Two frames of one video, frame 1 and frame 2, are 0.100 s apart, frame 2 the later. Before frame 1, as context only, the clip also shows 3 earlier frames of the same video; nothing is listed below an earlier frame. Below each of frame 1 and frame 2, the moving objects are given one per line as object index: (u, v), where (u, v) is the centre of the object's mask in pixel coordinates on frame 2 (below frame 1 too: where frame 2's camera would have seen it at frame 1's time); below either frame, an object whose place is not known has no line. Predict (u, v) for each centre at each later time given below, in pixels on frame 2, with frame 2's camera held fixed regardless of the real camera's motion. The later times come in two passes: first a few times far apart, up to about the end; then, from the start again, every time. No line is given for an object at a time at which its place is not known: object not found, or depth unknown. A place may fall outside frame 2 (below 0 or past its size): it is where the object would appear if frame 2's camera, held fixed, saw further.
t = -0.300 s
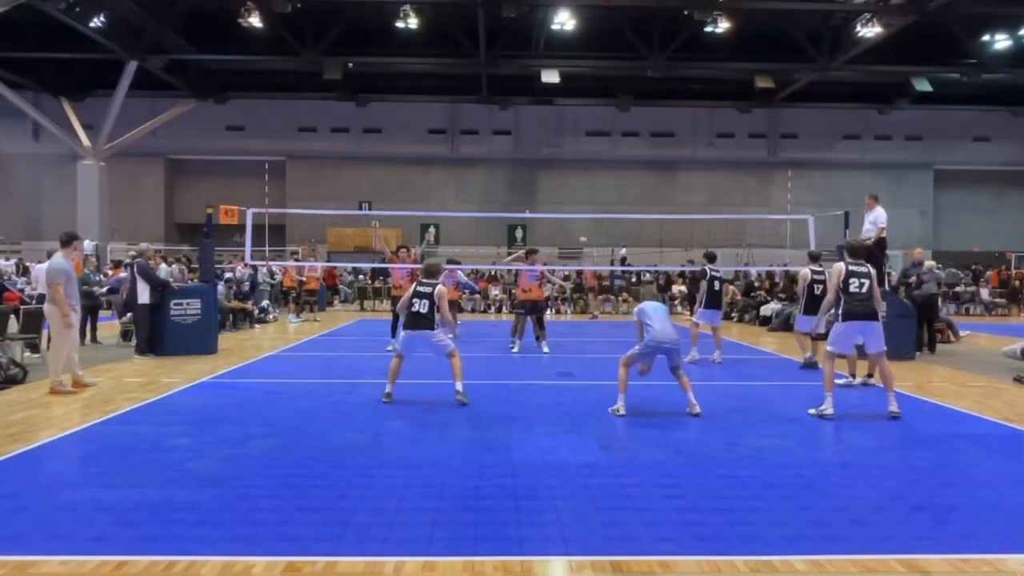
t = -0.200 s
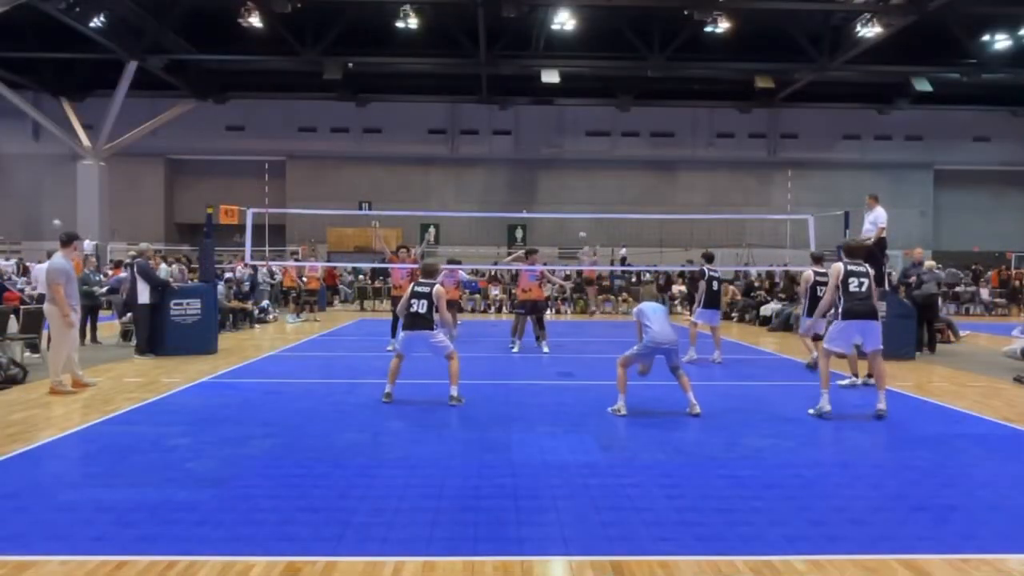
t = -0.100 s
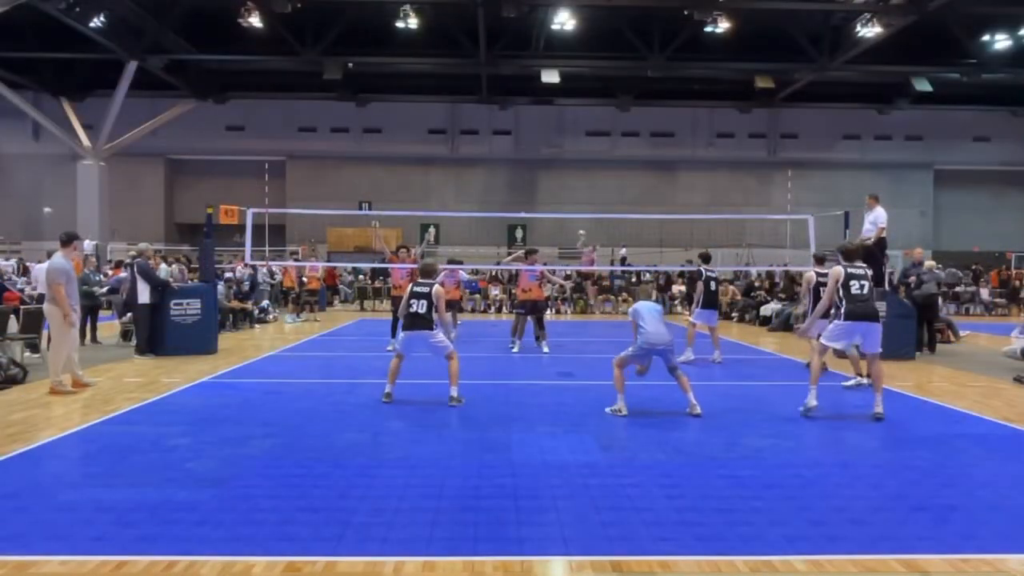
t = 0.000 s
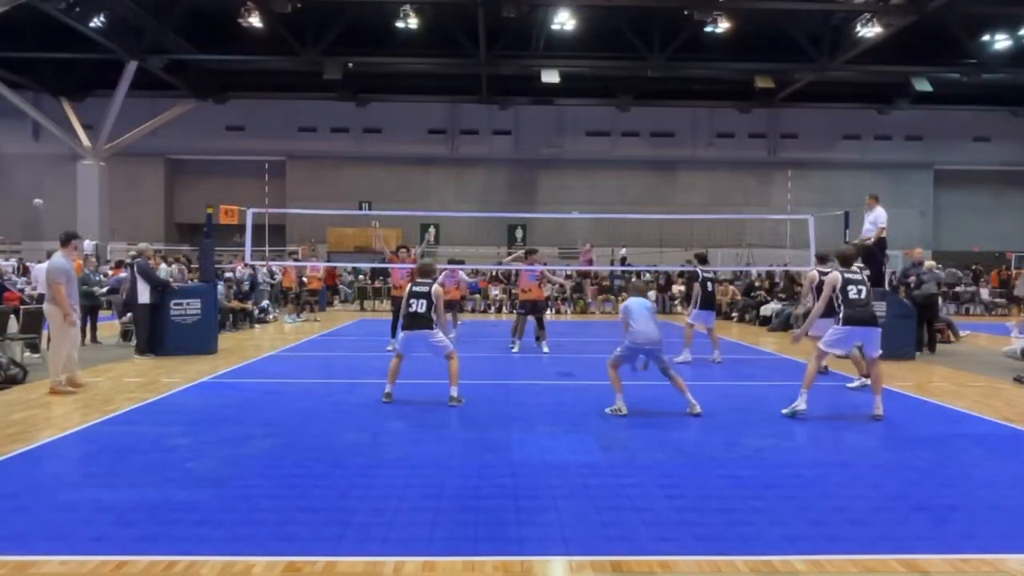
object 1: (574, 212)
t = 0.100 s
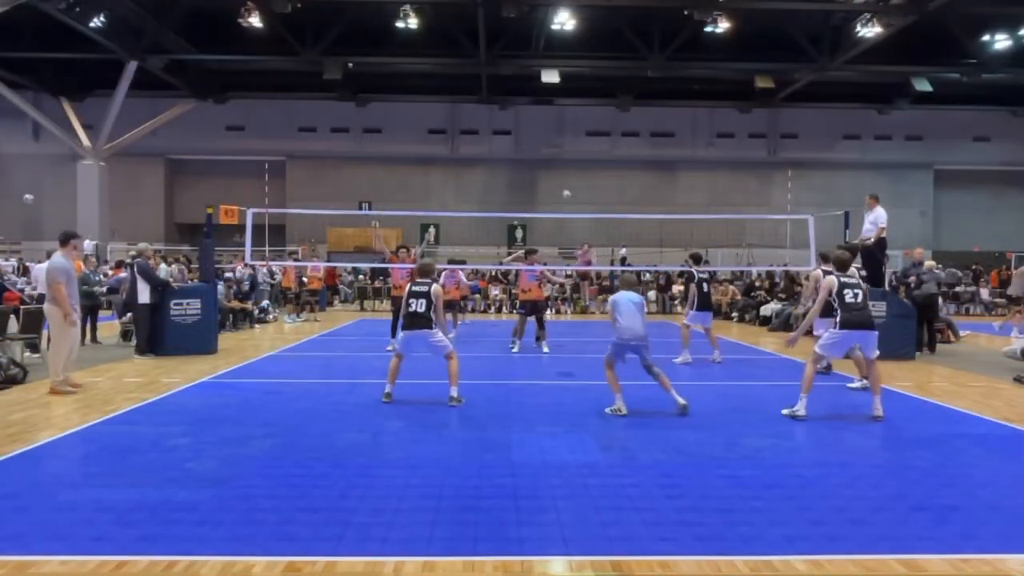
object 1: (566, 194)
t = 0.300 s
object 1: (545, 159)
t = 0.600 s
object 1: (500, 131)
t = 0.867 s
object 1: (437, 146)
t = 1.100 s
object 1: (352, 208)
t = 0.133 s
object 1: (563, 187)
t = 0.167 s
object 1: (560, 181)
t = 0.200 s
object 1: (556, 175)
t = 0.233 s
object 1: (553, 169)
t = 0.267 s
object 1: (549, 164)
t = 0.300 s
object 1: (545, 159)
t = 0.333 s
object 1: (541, 154)
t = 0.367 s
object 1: (537, 149)
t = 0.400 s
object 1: (532, 146)
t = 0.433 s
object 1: (528, 142)
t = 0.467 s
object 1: (522, 139)
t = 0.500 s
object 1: (517, 136)
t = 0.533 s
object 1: (512, 134)
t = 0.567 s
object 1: (506, 132)
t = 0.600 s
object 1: (500, 131)
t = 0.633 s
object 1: (493, 131)
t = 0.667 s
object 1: (486, 130)
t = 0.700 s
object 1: (479, 131)
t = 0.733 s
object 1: (471, 132)
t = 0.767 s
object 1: (463, 135)
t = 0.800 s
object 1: (455, 138)
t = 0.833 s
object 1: (446, 141)
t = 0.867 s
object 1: (437, 146)
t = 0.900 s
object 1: (426, 151)
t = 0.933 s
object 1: (416, 158)
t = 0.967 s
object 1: (404, 165)
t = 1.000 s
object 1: (393, 174)
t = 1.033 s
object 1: (379, 185)
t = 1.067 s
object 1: (366, 196)
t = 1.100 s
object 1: (352, 208)
